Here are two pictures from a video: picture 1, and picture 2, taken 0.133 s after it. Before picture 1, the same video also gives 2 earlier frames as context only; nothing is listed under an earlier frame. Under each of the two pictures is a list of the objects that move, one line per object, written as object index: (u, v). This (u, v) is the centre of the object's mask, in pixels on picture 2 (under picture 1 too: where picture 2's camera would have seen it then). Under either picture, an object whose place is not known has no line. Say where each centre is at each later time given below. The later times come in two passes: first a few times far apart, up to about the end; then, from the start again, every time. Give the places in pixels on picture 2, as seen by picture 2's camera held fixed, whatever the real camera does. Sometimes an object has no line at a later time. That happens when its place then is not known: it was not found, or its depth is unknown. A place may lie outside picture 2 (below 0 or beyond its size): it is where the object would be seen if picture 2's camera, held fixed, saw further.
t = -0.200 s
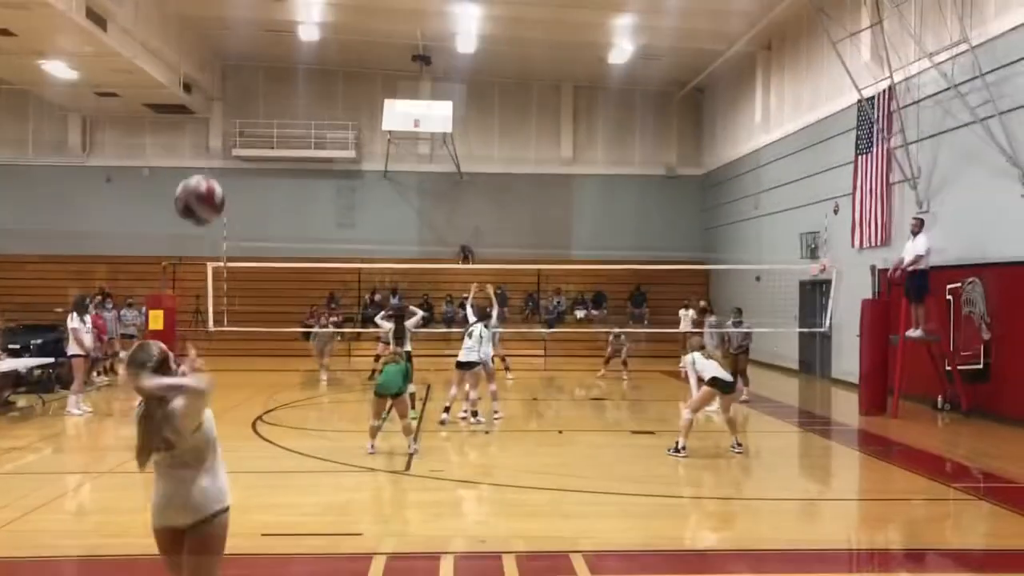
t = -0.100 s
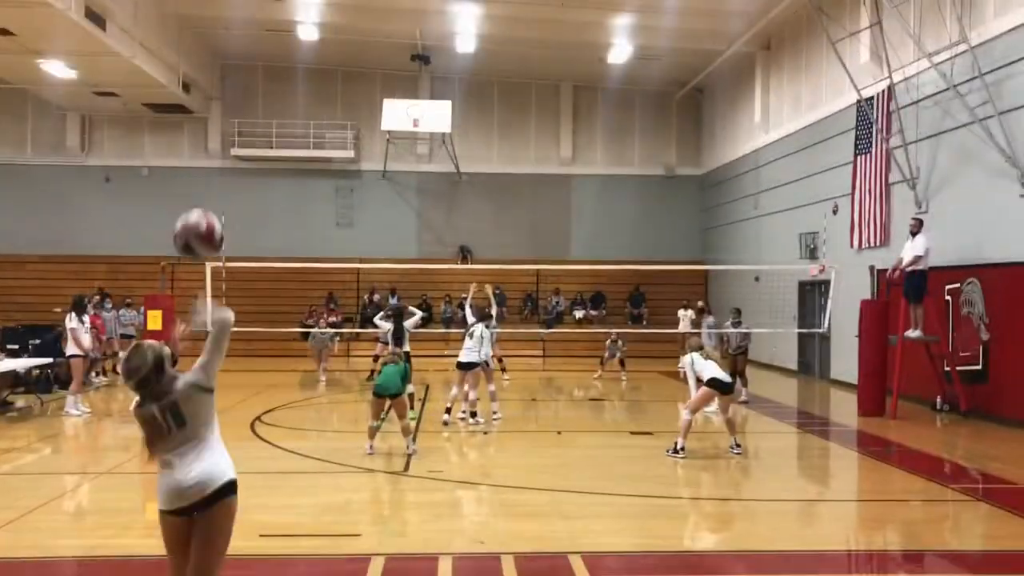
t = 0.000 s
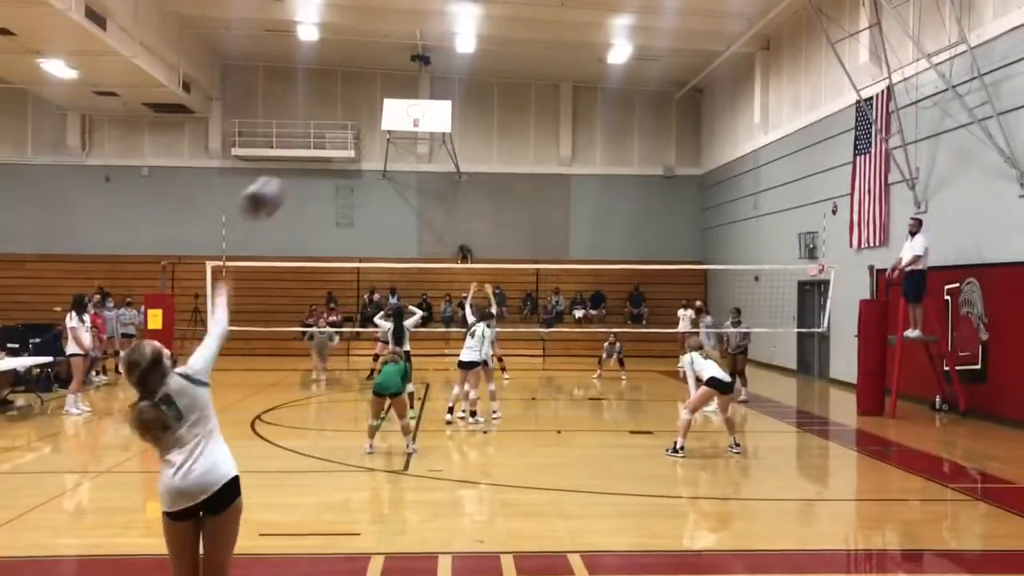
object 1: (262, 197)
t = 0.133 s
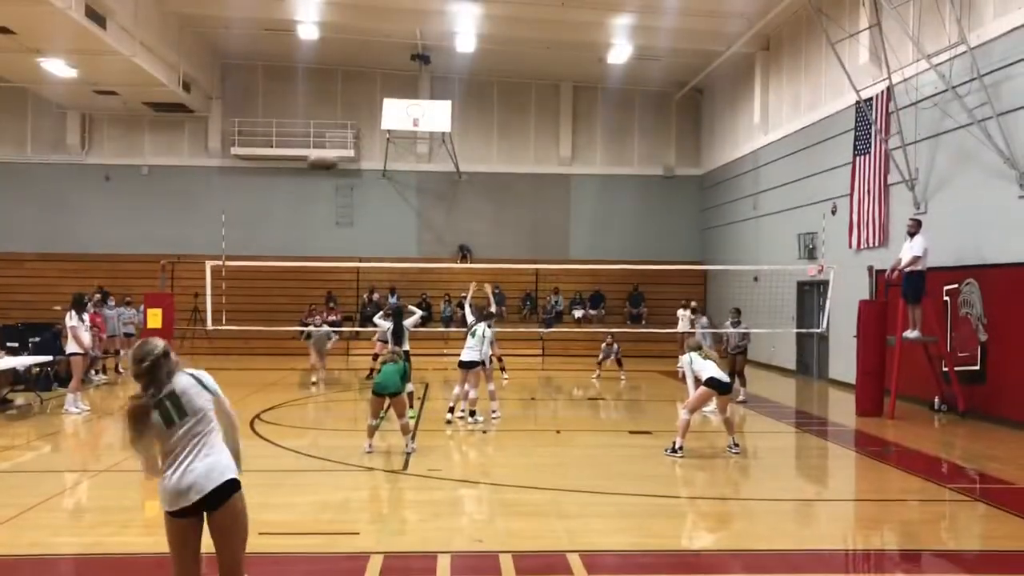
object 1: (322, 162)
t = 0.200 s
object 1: (341, 157)
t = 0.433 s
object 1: (377, 173)
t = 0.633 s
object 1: (388, 203)
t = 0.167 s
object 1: (332, 158)
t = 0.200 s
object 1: (341, 157)
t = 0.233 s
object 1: (347, 156)
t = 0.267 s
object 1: (354, 158)
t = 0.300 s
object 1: (361, 159)
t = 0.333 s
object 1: (364, 160)
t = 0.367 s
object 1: (369, 163)
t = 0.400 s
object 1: (372, 168)
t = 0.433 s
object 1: (377, 173)
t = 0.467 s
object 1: (380, 177)
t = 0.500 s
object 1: (381, 181)
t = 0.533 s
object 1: (383, 186)
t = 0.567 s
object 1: (386, 190)
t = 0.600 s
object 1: (387, 197)
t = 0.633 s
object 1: (388, 203)
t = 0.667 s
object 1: (389, 209)
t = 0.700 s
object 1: (391, 215)
